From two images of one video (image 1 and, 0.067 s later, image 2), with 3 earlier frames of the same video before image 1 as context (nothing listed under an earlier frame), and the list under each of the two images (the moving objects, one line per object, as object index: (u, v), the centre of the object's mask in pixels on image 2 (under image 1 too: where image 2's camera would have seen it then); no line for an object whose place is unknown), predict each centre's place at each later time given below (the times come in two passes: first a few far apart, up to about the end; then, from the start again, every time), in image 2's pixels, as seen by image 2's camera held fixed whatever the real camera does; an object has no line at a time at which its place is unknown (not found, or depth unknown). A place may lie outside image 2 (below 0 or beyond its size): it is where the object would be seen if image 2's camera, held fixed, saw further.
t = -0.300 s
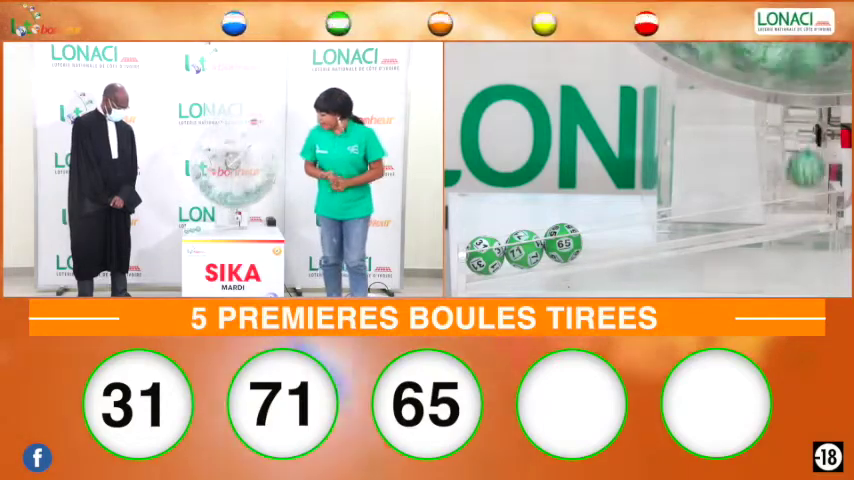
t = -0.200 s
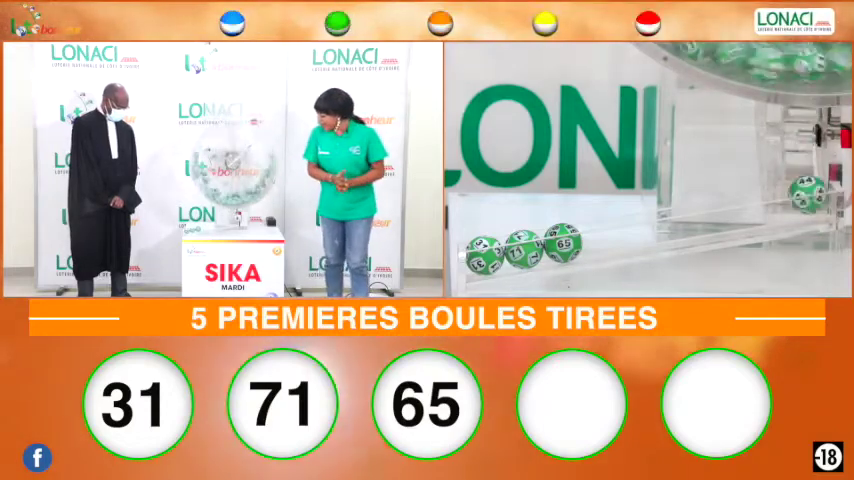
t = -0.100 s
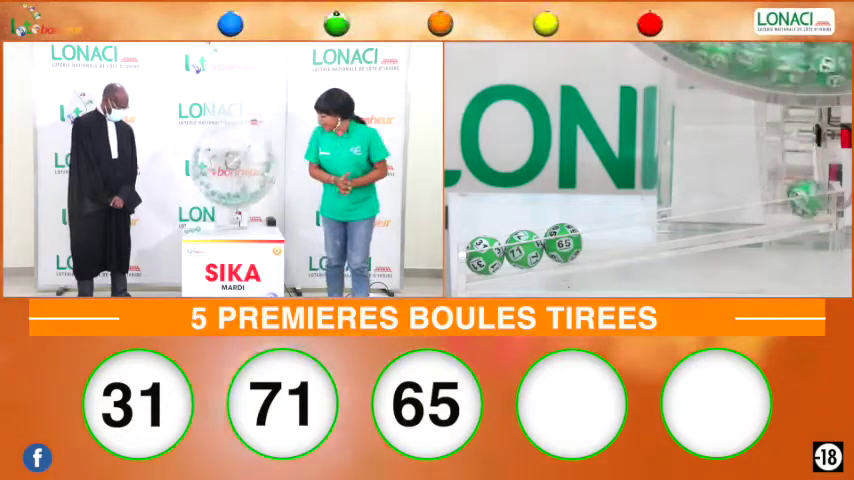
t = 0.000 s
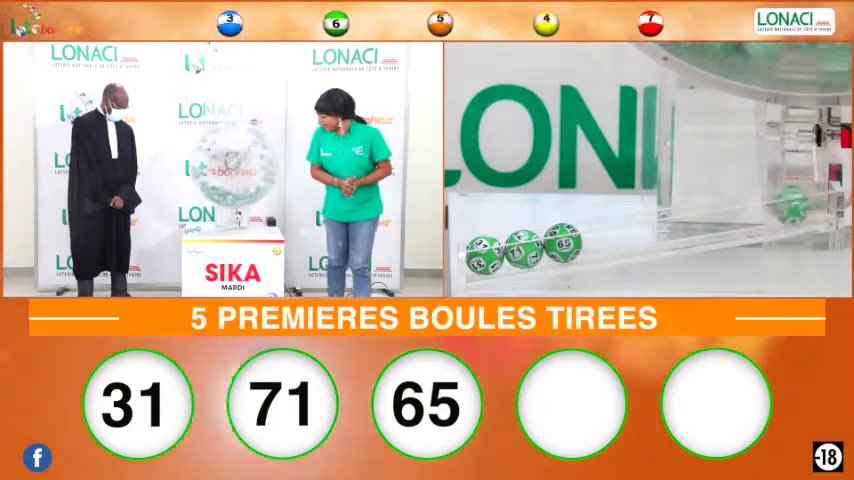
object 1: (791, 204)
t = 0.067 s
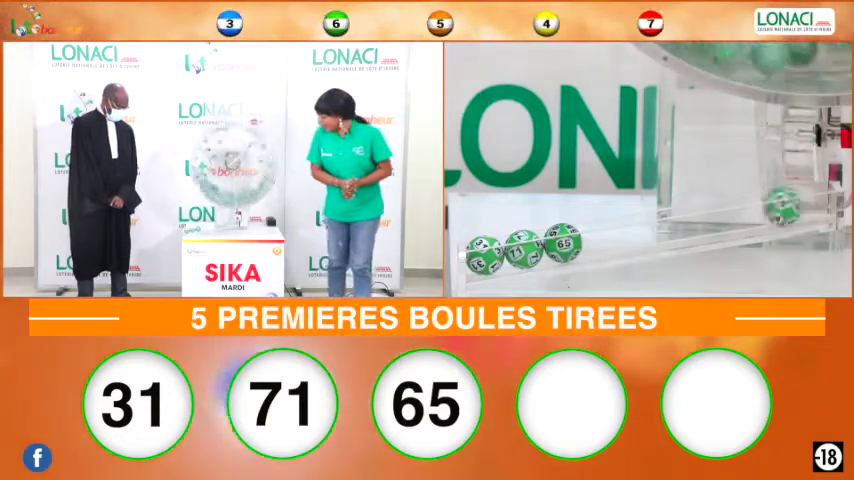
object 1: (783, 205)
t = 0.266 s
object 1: (711, 217)
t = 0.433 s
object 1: (635, 230)
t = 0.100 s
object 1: (774, 207)
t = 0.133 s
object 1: (764, 209)
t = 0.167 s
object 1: (754, 210)
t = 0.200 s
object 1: (740, 213)
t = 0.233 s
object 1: (726, 215)
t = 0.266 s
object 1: (711, 217)
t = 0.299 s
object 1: (693, 220)
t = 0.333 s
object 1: (675, 224)
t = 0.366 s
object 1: (655, 227)
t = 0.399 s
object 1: (635, 231)
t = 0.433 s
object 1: (635, 230)
